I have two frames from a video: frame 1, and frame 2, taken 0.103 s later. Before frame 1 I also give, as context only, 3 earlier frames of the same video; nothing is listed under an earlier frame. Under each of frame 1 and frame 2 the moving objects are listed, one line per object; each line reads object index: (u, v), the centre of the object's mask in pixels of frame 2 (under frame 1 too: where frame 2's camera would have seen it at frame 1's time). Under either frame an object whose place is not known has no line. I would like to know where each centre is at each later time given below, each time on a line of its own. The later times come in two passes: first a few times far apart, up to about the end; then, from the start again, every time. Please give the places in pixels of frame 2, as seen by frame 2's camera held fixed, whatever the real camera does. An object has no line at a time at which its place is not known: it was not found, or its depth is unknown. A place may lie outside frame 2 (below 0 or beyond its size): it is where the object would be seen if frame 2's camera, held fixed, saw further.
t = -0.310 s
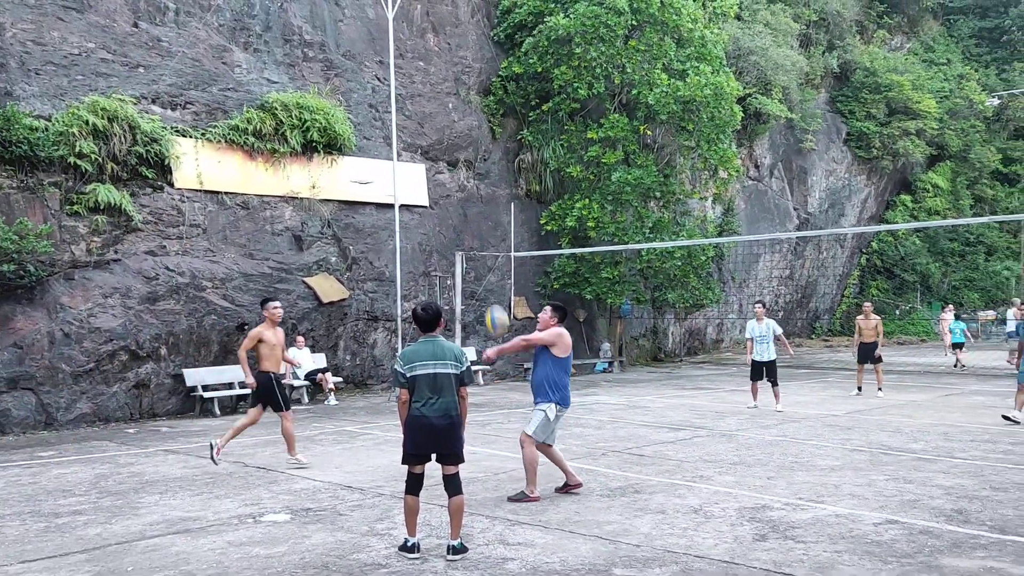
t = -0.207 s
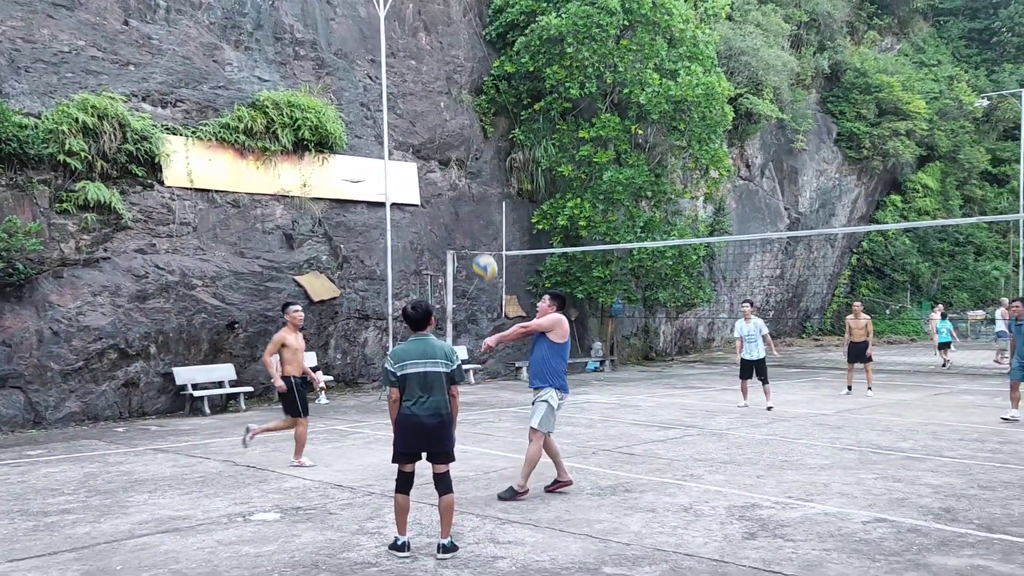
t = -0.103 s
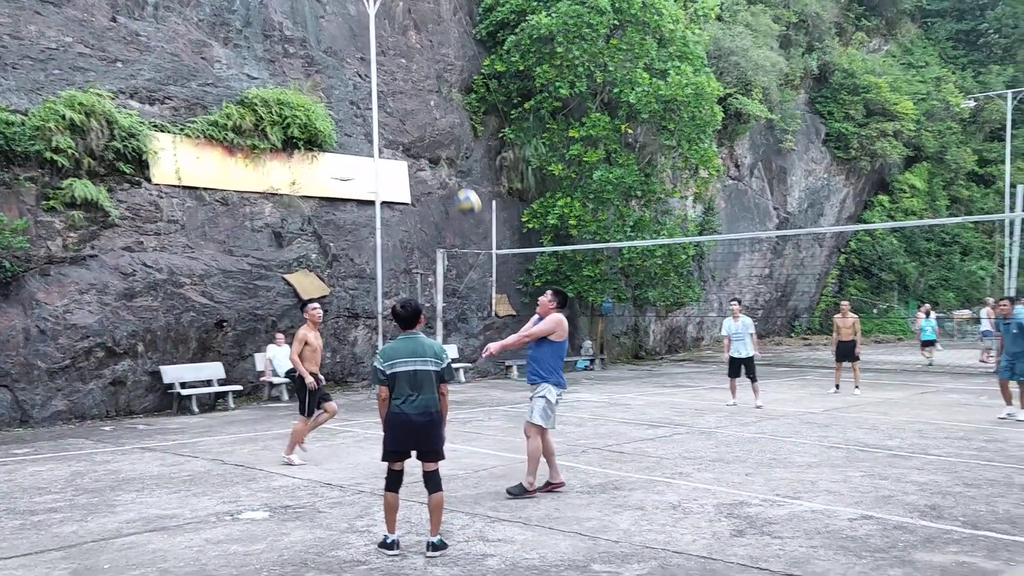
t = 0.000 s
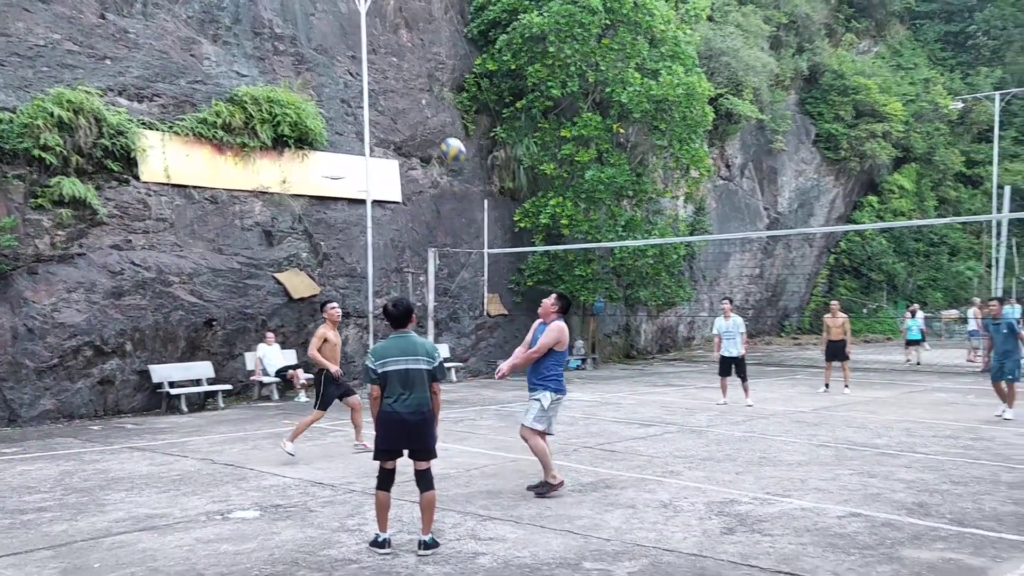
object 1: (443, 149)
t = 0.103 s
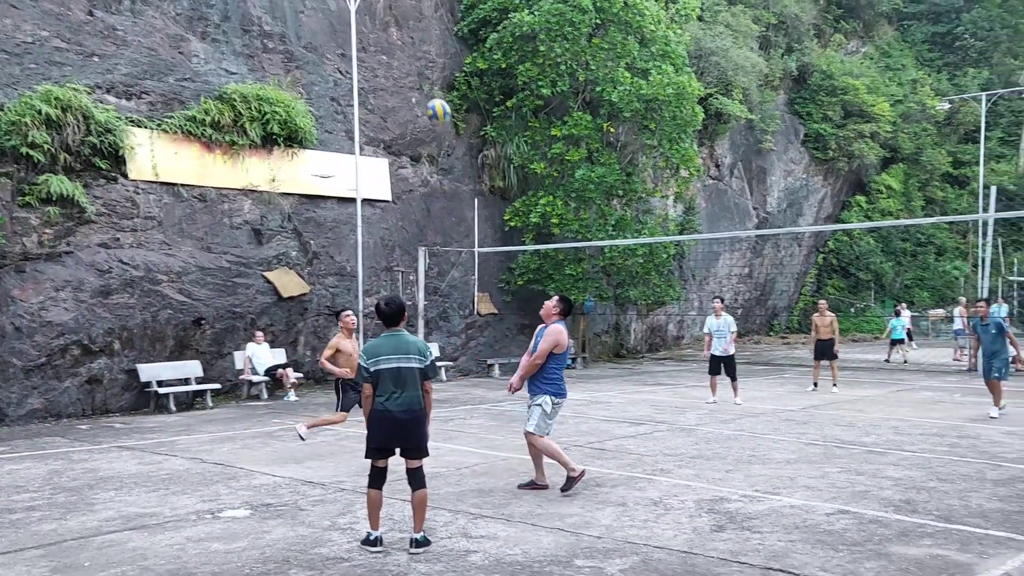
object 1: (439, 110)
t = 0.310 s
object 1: (431, 72)
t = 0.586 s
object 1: (423, 85)
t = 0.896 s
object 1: (416, 184)
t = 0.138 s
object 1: (437, 101)
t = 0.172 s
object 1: (436, 93)
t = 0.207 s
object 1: (435, 87)
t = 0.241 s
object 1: (434, 81)
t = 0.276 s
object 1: (432, 75)
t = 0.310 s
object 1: (431, 72)
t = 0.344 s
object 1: (430, 69)
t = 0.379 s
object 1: (429, 68)
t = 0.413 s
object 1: (427, 69)
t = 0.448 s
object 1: (426, 70)
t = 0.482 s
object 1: (425, 71)
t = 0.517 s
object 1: (425, 75)
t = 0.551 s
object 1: (424, 79)
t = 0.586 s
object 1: (423, 85)
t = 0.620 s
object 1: (422, 92)
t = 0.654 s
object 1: (421, 100)
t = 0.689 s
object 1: (420, 108)
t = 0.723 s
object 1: (419, 119)
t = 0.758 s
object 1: (418, 130)
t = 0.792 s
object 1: (417, 142)
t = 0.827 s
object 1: (416, 155)
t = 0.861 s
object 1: (415, 168)
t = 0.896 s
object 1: (416, 184)
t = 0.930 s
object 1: (414, 199)
